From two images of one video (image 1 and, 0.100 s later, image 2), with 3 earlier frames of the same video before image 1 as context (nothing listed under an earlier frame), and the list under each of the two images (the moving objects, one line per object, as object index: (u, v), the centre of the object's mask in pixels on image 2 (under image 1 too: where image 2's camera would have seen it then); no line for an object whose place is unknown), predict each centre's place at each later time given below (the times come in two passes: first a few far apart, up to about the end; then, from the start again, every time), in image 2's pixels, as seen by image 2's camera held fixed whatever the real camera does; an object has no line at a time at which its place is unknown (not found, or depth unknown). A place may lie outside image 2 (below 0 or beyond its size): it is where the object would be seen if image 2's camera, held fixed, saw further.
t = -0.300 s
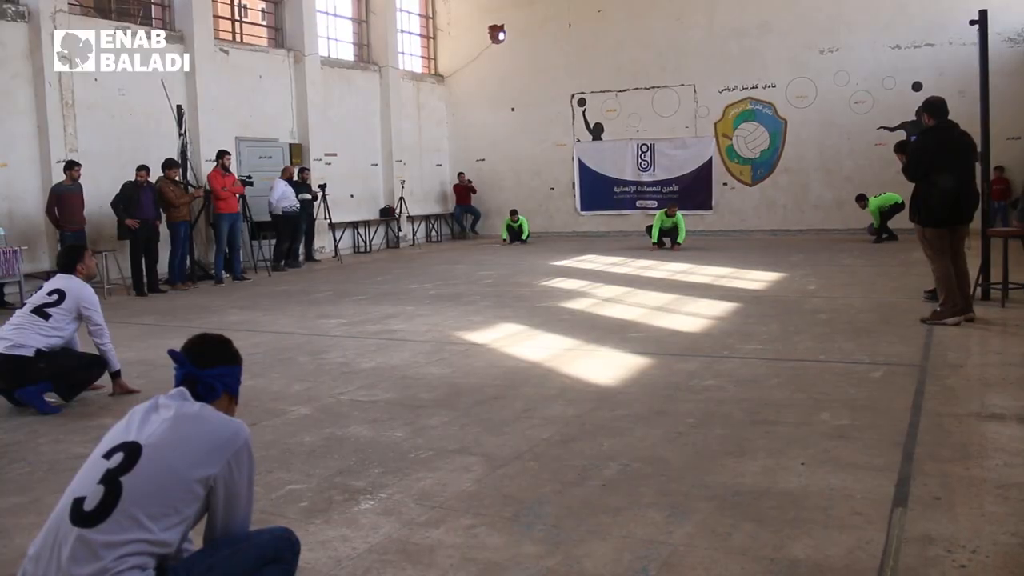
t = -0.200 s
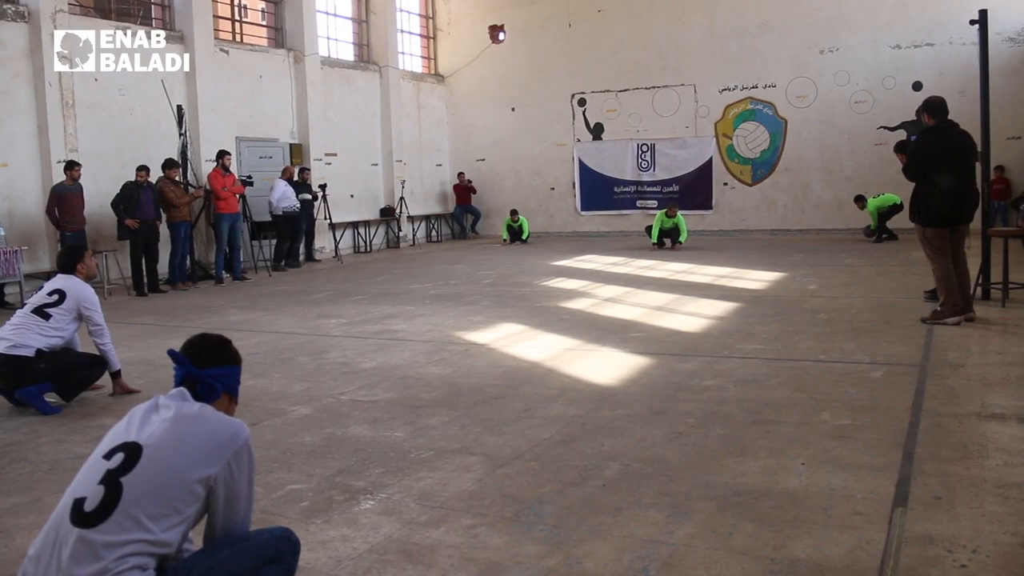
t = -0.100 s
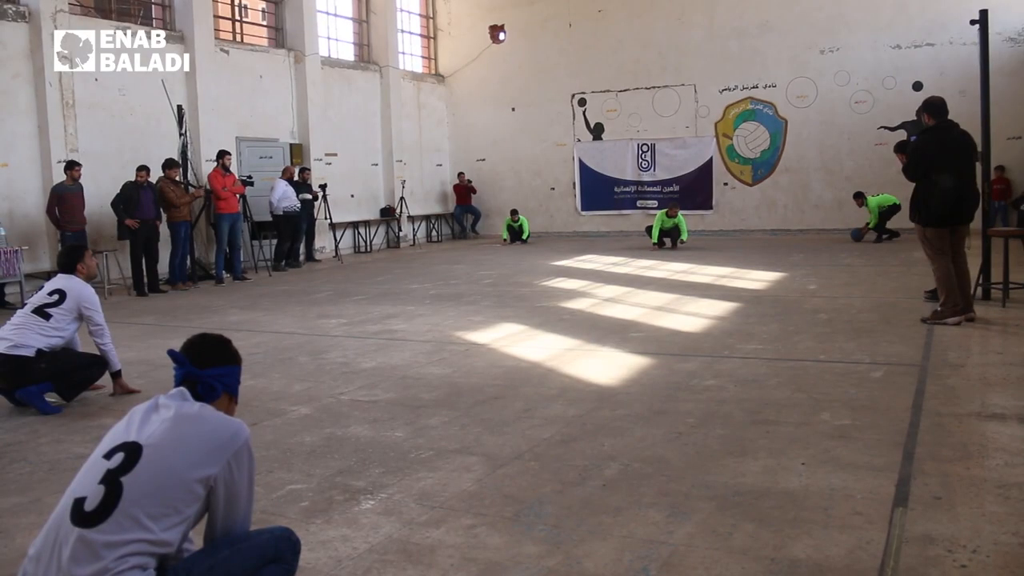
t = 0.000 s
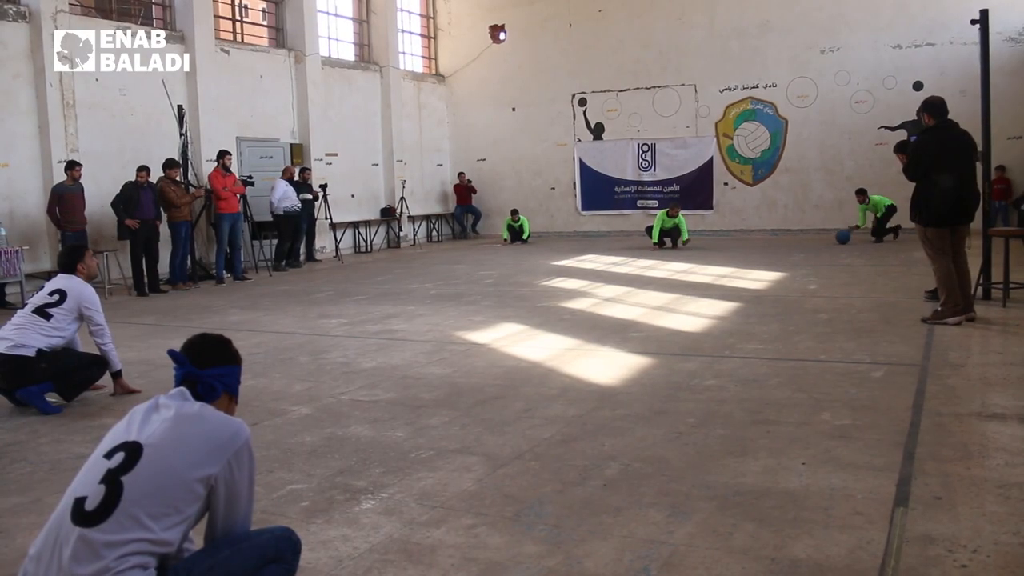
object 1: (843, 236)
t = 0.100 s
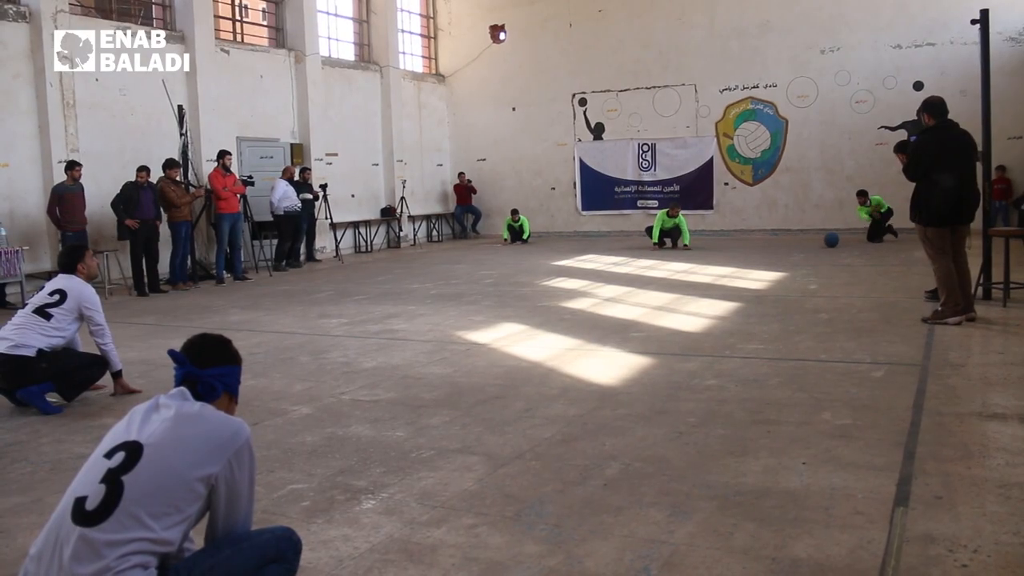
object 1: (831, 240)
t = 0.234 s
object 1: (817, 244)
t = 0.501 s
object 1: (791, 252)
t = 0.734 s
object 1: (766, 259)
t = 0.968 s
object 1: (735, 268)
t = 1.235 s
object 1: (693, 280)
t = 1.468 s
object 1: (648, 294)
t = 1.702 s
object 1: (590, 310)
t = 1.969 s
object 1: (505, 334)
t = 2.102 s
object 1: (451, 349)
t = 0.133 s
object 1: (827, 241)
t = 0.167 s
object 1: (824, 242)
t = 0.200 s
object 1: (820, 243)
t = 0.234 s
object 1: (817, 244)
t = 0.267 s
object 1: (813, 245)
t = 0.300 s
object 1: (810, 246)
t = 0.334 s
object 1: (807, 247)
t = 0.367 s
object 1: (804, 248)
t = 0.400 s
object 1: (801, 249)
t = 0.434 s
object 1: (798, 250)
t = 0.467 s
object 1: (795, 251)
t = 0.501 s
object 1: (791, 252)
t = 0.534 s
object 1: (788, 253)
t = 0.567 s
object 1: (785, 254)
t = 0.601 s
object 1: (781, 255)
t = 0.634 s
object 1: (777, 256)
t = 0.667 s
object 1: (774, 257)
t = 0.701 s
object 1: (770, 258)
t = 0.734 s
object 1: (766, 259)
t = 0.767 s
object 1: (761, 261)
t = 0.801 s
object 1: (757, 261)
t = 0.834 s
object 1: (753, 263)
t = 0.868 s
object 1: (749, 264)
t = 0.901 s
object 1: (744, 265)
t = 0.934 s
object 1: (740, 266)
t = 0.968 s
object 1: (735, 268)
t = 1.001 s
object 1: (731, 269)
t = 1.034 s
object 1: (725, 271)
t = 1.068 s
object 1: (721, 272)
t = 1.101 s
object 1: (716, 274)
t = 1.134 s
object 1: (710, 275)
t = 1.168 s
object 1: (704, 277)
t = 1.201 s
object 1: (699, 278)
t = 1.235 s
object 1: (693, 280)
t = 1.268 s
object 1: (688, 283)
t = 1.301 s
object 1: (681, 284)
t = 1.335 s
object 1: (675, 286)
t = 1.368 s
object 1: (668, 288)
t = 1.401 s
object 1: (662, 289)
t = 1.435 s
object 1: (655, 291)
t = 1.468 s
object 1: (648, 294)
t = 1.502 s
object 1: (640, 296)
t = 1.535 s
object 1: (633, 298)
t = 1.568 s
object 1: (625, 301)
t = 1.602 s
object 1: (616, 303)
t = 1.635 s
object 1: (608, 305)
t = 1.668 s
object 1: (599, 308)
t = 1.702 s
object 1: (590, 310)
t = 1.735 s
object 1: (581, 313)
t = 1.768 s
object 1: (571, 316)
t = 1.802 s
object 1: (561, 319)
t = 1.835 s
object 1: (551, 321)
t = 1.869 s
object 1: (540, 324)
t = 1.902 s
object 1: (529, 327)
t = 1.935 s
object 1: (517, 330)
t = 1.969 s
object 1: (505, 334)
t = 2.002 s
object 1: (492, 338)
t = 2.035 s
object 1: (479, 342)
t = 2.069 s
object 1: (465, 346)
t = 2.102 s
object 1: (451, 349)
